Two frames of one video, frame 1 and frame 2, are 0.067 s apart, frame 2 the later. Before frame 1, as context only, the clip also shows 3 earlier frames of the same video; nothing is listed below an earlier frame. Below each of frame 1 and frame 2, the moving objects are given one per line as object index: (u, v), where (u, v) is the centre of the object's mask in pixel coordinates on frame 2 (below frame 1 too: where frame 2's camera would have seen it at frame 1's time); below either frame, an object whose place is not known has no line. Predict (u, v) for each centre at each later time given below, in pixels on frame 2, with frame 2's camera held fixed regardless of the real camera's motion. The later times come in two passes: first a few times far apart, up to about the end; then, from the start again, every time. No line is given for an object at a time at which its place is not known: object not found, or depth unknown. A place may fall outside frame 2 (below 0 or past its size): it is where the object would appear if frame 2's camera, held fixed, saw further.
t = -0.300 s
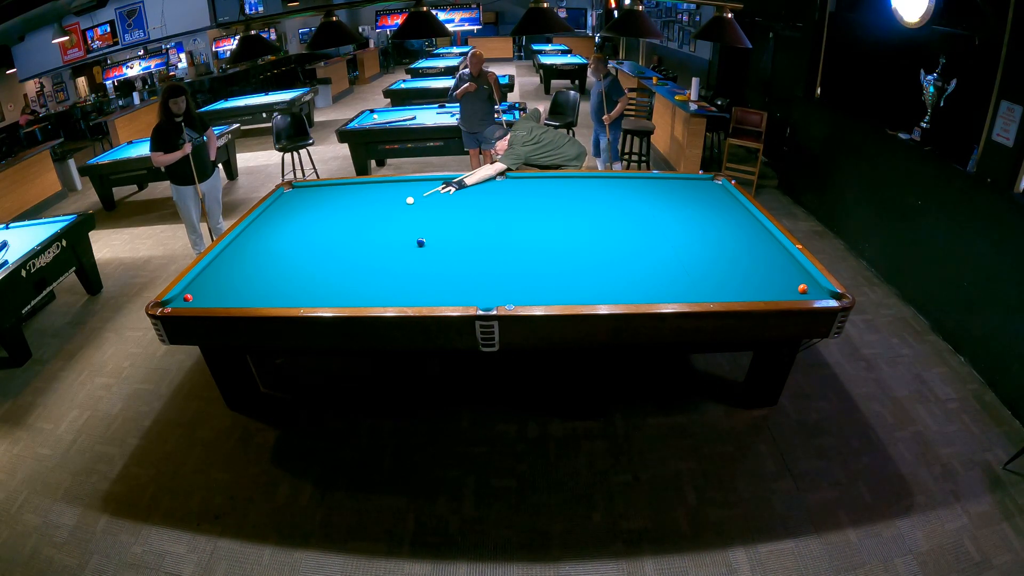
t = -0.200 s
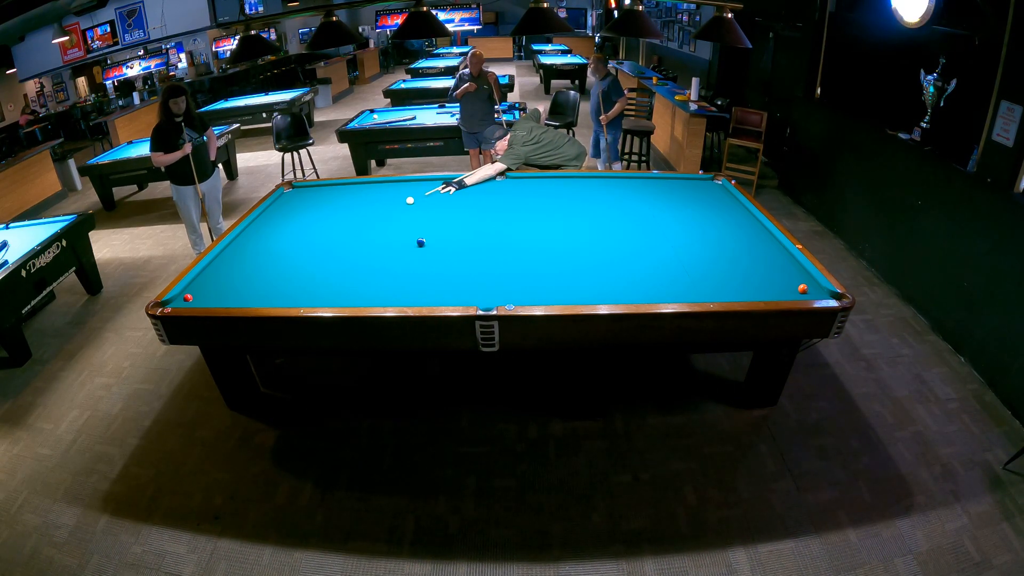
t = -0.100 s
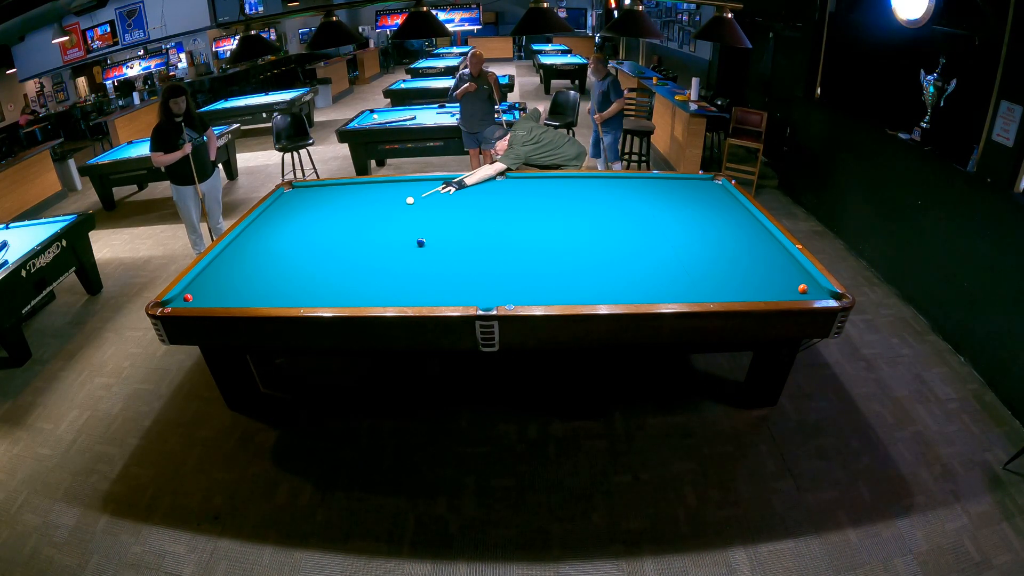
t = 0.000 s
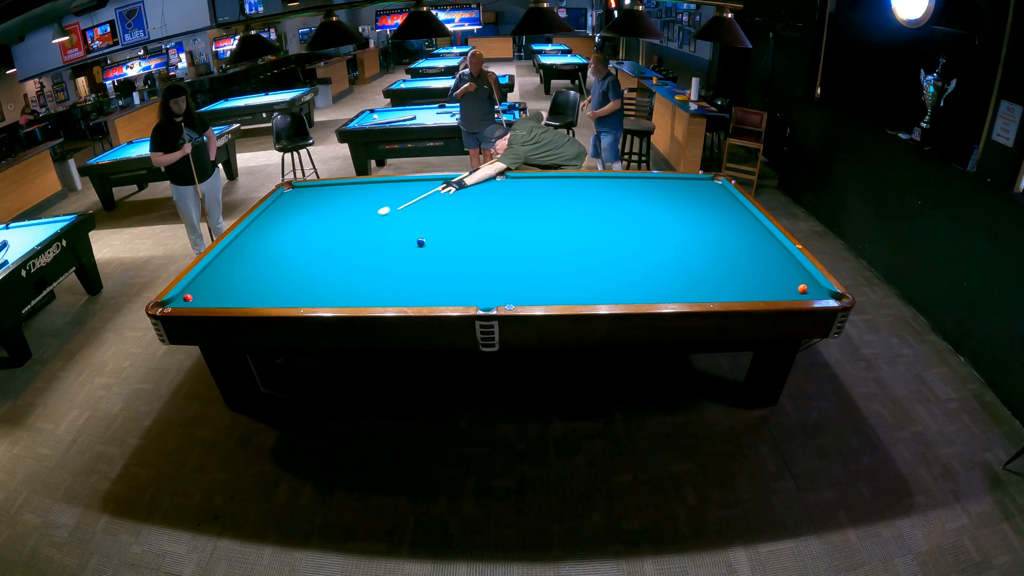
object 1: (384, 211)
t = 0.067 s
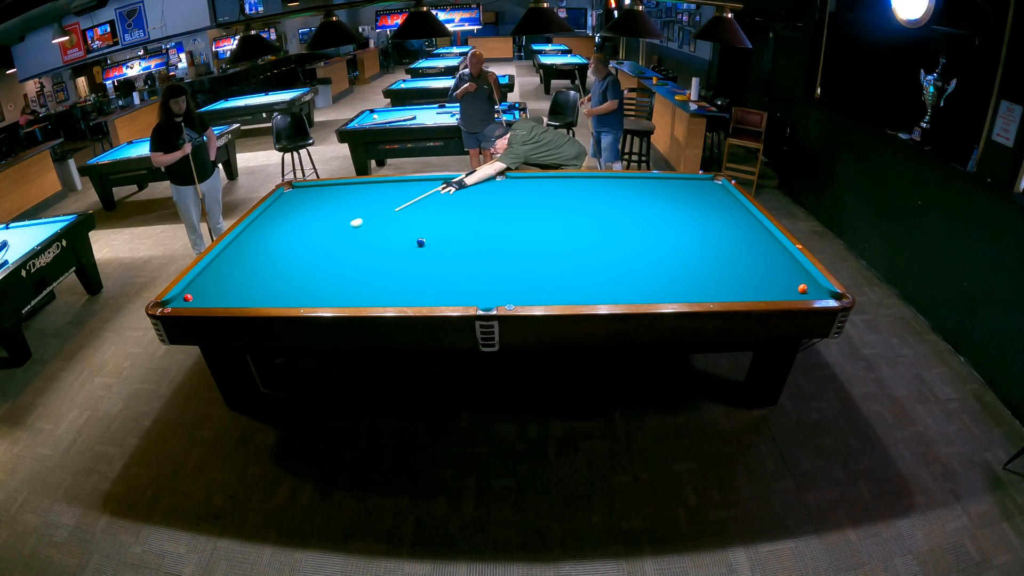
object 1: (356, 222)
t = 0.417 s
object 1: (220, 285)
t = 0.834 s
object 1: (218, 286)
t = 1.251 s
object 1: (245, 269)
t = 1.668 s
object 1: (268, 255)
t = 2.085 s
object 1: (287, 243)
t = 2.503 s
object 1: (304, 233)
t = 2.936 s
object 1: (319, 224)
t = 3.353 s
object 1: (331, 217)
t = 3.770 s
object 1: (342, 211)
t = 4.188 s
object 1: (350, 206)
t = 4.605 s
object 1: (357, 202)
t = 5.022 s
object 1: (361, 199)
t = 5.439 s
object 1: (364, 198)
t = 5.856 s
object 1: (366, 197)
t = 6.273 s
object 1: (366, 196)
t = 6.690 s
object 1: (366, 196)
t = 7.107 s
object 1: (366, 196)
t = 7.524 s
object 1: (366, 196)
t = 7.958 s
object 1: (366, 197)
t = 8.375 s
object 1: (366, 196)
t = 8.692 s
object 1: (366, 196)
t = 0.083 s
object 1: (349, 226)
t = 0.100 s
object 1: (343, 229)
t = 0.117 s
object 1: (336, 232)
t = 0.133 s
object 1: (329, 235)
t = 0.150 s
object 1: (322, 238)
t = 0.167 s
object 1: (315, 241)
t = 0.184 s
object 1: (308, 244)
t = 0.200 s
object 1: (301, 247)
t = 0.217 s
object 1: (295, 250)
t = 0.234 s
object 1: (288, 253)
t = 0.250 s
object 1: (281, 256)
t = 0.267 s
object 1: (275, 259)
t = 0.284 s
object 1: (268, 262)
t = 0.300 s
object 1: (262, 265)
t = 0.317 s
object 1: (256, 268)
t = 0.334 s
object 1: (250, 271)
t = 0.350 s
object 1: (243, 274)
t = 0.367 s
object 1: (237, 276)
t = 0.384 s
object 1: (231, 279)
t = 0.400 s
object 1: (225, 282)
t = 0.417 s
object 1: (220, 285)
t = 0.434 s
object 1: (214, 288)
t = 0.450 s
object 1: (208, 290)
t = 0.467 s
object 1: (203, 293)
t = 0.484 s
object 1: (198, 296)
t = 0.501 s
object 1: (196, 297)
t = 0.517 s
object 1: (195, 298)
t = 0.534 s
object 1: (195, 299)
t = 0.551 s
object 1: (194, 299)
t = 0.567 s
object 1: (196, 299)
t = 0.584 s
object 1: (198, 298)
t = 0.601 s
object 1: (200, 297)
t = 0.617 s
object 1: (202, 296)
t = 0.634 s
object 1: (204, 296)
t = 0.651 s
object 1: (205, 295)
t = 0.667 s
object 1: (207, 294)
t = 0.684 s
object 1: (208, 293)
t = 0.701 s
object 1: (209, 292)
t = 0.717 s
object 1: (210, 292)
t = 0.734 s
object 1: (211, 291)
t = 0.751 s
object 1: (213, 290)
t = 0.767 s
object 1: (214, 289)
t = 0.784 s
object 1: (215, 289)
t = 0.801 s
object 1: (216, 288)
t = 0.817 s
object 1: (217, 287)
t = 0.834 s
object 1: (218, 286)
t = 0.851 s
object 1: (220, 285)
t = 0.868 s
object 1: (221, 285)
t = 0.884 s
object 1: (222, 284)
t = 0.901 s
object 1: (223, 284)
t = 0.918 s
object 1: (224, 283)
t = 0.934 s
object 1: (225, 282)
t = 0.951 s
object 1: (226, 281)
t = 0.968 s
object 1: (227, 281)
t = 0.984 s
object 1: (228, 280)
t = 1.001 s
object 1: (229, 279)
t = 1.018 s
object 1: (231, 278)
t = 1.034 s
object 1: (232, 278)
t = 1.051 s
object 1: (233, 277)
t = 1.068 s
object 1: (234, 277)
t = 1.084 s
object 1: (235, 276)
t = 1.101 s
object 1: (236, 275)
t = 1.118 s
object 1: (237, 274)
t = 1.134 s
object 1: (238, 274)
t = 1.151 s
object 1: (239, 273)
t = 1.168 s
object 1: (240, 272)
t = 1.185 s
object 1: (241, 272)
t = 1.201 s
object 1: (242, 271)
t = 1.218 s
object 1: (243, 271)
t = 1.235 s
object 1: (244, 270)
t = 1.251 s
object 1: (245, 269)
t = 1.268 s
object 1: (246, 269)
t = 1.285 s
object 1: (247, 268)
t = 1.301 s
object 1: (248, 268)
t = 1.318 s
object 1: (249, 267)
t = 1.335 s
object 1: (250, 266)
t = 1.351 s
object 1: (251, 266)
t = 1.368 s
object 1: (251, 265)
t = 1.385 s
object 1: (252, 265)
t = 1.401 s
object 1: (253, 264)
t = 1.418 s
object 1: (254, 263)
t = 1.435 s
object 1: (255, 263)
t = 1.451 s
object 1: (256, 262)
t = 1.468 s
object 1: (257, 262)
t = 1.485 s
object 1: (258, 261)
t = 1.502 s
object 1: (259, 260)
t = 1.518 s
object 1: (260, 260)
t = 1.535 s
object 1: (261, 259)
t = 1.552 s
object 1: (262, 259)
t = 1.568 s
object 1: (263, 258)
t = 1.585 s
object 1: (263, 258)
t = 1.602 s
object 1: (264, 257)
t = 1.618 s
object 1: (265, 257)
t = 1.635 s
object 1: (266, 256)
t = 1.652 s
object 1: (267, 256)
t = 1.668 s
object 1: (268, 255)
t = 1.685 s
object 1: (268, 254)
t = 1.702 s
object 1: (269, 254)
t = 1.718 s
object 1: (270, 254)
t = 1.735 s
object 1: (271, 253)
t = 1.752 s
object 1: (272, 252)
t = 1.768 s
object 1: (272, 252)
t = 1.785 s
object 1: (273, 251)
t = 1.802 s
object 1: (274, 251)
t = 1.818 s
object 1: (275, 251)
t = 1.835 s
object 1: (276, 250)
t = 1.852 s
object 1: (277, 250)
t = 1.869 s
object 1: (277, 249)
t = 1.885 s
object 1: (278, 249)
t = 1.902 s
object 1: (279, 248)
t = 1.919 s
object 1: (280, 248)
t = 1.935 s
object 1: (281, 247)
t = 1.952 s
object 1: (281, 247)
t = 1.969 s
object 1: (282, 246)
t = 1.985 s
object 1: (283, 246)
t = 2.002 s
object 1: (284, 245)
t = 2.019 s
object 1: (284, 245)
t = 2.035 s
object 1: (285, 244)
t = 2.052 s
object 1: (286, 244)
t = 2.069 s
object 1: (287, 243)
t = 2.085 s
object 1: (287, 243)
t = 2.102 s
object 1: (288, 242)
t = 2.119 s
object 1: (289, 242)
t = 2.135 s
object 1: (289, 242)
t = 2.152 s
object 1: (290, 241)
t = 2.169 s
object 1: (291, 241)
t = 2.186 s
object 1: (292, 240)
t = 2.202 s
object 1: (292, 240)
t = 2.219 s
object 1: (293, 240)
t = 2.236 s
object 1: (294, 239)
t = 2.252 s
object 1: (294, 239)
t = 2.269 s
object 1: (295, 238)
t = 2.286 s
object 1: (296, 238)
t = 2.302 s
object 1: (296, 237)
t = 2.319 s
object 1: (297, 237)
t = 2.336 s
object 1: (298, 237)
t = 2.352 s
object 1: (298, 236)
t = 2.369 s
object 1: (299, 236)
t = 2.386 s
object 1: (300, 235)
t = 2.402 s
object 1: (300, 235)
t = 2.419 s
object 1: (301, 235)
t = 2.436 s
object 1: (302, 234)
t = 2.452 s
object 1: (302, 234)
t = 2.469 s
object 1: (303, 234)
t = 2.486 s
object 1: (303, 233)
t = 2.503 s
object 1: (304, 233)
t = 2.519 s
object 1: (305, 232)
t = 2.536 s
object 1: (305, 232)
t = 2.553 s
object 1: (306, 232)
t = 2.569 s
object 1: (307, 231)
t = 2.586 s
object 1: (307, 231)
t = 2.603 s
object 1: (308, 230)
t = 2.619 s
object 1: (308, 230)
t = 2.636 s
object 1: (309, 230)
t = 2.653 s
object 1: (309, 229)
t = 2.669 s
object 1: (310, 229)
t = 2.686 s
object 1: (311, 229)
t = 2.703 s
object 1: (311, 228)
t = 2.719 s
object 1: (312, 228)
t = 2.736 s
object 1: (312, 228)
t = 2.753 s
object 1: (313, 227)
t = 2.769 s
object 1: (314, 227)
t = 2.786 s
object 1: (314, 227)
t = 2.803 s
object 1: (315, 226)
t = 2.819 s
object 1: (315, 226)
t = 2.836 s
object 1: (316, 226)
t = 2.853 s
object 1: (316, 225)
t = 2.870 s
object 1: (317, 225)
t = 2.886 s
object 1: (317, 225)
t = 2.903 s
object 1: (318, 224)
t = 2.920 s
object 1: (318, 224)
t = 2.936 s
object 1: (319, 224)
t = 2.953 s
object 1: (320, 223)
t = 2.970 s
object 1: (320, 223)
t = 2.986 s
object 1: (321, 223)
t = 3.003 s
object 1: (321, 222)
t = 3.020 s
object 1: (322, 222)
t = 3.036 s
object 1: (322, 222)
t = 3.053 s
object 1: (323, 222)
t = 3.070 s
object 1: (323, 221)
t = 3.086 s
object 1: (324, 221)
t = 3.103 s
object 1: (324, 221)
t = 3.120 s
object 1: (325, 220)
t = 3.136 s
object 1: (325, 220)
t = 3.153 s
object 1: (326, 220)
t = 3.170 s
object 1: (326, 220)
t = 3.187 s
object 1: (327, 219)
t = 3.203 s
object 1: (327, 219)
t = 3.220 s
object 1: (328, 219)
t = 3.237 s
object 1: (328, 219)
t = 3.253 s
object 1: (329, 218)
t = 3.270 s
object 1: (329, 218)
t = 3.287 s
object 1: (330, 218)
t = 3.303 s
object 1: (330, 217)
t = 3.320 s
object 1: (331, 217)
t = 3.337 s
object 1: (331, 217)
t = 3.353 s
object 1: (331, 217)
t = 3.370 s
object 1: (332, 216)
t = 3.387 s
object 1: (332, 216)
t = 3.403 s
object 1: (333, 216)
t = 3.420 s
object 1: (333, 216)
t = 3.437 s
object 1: (334, 215)
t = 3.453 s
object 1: (334, 215)
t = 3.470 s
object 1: (335, 215)
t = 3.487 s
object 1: (335, 215)
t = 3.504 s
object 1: (336, 214)
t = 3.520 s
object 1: (336, 214)
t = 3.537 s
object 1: (336, 214)
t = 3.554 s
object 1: (337, 214)
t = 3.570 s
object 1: (337, 213)
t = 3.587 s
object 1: (338, 213)
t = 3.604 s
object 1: (338, 213)
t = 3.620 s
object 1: (338, 213)
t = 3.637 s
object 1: (339, 213)
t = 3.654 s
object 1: (339, 212)
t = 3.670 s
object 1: (340, 212)
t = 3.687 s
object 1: (340, 212)
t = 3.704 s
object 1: (340, 212)
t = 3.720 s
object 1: (341, 212)
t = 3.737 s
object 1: (341, 211)
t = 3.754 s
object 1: (342, 211)
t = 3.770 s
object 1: (342, 211)
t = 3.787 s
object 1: (342, 211)
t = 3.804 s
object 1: (343, 210)
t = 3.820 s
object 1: (343, 210)
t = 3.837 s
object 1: (343, 210)
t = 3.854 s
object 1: (344, 210)
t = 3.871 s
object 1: (344, 210)
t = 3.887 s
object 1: (345, 210)
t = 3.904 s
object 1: (345, 209)
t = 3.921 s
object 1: (345, 209)
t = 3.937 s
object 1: (346, 209)
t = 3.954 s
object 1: (346, 209)
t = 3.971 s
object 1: (346, 209)
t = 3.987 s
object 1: (347, 208)
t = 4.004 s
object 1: (347, 208)
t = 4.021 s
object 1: (347, 208)
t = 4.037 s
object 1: (348, 208)
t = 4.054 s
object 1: (348, 208)
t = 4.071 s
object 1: (348, 207)
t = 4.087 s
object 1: (349, 207)
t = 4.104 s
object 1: (349, 207)
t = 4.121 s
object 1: (349, 207)
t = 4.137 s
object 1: (349, 207)
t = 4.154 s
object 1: (350, 206)
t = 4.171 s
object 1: (350, 206)
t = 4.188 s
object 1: (350, 206)
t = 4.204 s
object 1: (351, 206)
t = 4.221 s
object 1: (351, 206)
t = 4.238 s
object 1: (351, 206)
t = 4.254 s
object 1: (352, 205)
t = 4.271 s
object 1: (352, 205)
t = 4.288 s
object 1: (352, 205)
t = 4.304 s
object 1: (353, 205)
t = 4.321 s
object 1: (353, 205)
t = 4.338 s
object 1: (353, 205)
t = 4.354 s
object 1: (353, 204)
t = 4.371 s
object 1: (354, 204)
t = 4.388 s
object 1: (354, 204)
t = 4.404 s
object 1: (354, 204)
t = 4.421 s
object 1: (354, 204)
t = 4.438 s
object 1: (355, 204)
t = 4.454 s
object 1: (355, 204)
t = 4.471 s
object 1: (355, 203)
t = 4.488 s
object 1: (355, 203)
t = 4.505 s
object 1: (356, 203)
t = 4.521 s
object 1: (356, 203)
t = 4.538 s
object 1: (356, 203)
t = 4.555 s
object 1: (356, 203)
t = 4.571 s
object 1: (356, 203)
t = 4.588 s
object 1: (357, 202)
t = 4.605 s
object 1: (357, 202)
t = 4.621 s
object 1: (357, 202)
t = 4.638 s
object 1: (357, 202)
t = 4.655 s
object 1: (358, 202)
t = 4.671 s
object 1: (358, 202)
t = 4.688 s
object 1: (358, 202)
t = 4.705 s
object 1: (358, 202)
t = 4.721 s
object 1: (358, 201)
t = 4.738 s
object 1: (358, 201)
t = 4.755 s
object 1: (359, 201)
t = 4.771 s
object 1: (359, 201)
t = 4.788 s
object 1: (359, 201)
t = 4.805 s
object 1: (359, 201)
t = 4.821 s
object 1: (360, 201)
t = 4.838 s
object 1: (360, 200)
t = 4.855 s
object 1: (360, 200)
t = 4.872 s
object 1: (360, 200)
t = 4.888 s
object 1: (360, 200)
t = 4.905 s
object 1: (360, 200)
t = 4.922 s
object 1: (360, 200)
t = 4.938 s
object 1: (361, 200)
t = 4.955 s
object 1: (361, 200)
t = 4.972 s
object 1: (361, 200)
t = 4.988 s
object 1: (361, 200)
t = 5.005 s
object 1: (361, 200)
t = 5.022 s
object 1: (361, 199)
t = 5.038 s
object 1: (362, 199)
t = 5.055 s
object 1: (362, 199)
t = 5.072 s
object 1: (362, 199)
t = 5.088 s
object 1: (362, 199)
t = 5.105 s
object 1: (362, 199)
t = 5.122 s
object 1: (362, 199)
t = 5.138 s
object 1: (362, 199)
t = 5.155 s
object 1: (363, 199)
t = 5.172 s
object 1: (363, 199)
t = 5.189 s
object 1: (363, 199)
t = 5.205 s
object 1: (363, 198)
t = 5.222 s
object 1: (363, 198)
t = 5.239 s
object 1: (363, 198)
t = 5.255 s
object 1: (363, 198)
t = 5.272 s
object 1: (363, 198)
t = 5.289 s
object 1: (363, 198)
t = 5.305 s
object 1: (364, 198)
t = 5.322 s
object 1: (364, 198)
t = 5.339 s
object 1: (364, 198)
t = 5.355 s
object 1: (364, 198)
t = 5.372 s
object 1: (364, 198)
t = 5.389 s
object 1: (364, 198)
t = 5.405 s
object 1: (364, 198)
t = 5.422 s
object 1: (364, 198)
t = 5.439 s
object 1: (364, 198)
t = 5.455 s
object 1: (364, 197)
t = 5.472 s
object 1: (364, 197)
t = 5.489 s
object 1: (365, 197)
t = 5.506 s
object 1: (365, 197)
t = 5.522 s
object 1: (365, 197)
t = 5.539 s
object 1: (365, 197)
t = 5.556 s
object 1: (365, 197)
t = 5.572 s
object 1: (365, 197)
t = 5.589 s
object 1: (365, 197)
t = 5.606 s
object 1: (365, 197)
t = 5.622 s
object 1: (365, 197)
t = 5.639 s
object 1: (365, 197)
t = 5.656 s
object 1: (365, 197)
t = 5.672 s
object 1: (365, 197)
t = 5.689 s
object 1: (365, 197)
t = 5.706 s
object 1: (365, 197)
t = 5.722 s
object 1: (365, 197)
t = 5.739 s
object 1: (365, 197)
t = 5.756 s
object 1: (365, 197)
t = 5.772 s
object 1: (365, 197)
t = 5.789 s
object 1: (366, 197)
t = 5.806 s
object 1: (366, 197)
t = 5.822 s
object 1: (366, 197)
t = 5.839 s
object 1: (366, 197)
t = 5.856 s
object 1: (366, 197)
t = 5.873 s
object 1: (366, 197)
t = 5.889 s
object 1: (366, 197)
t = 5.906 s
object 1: (366, 197)
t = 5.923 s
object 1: (366, 196)
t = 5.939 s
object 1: (366, 196)
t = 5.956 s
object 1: (366, 196)
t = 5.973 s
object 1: (366, 196)
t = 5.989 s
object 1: (366, 196)
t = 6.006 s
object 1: (366, 196)
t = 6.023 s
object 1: (366, 196)
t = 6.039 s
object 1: (366, 196)
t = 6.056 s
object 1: (366, 196)
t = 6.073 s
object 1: (366, 196)
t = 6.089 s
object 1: (366, 196)
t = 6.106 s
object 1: (366, 196)
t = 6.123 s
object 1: (366, 196)
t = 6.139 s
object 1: (366, 196)
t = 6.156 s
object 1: (366, 196)
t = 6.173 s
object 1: (366, 196)
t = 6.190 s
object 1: (366, 196)
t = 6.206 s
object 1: (366, 196)
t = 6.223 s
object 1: (366, 196)
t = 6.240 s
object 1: (366, 196)
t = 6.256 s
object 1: (366, 196)
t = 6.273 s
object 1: (366, 196)
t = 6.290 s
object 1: (366, 196)
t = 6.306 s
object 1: (366, 196)
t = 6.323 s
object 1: (366, 196)
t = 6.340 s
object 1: (366, 196)
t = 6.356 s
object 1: (366, 196)
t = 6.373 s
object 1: (366, 196)
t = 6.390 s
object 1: (366, 196)
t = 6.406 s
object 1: (366, 196)
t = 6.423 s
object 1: (366, 196)
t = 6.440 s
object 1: (366, 196)
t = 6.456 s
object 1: (366, 196)
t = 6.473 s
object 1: (366, 196)
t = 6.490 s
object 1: (366, 196)
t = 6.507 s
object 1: (366, 196)
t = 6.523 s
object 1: (366, 196)
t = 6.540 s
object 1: (366, 196)
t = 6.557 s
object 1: (366, 196)
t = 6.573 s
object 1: (366, 196)
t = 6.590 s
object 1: (366, 196)
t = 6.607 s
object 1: (366, 196)
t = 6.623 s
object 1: (366, 196)
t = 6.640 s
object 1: (366, 196)
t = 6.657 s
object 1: (366, 196)
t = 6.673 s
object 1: (366, 196)
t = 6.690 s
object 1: (366, 196)
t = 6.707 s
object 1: (366, 196)
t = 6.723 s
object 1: (366, 196)
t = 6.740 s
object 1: (366, 196)
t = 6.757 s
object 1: (366, 196)
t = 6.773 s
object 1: (366, 196)
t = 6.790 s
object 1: (366, 196)
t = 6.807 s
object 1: (366, 196)
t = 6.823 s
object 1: (366, 196)
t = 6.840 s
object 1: (366, 196)
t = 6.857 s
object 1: (366, 196)
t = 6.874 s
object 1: (366, 196)
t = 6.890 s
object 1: (366, 196)
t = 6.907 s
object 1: (366, 196)
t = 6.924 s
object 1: (366, 196)
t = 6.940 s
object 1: (366, 196)
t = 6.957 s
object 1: (366, 196)
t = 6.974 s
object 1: (366, 196)
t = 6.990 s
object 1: (366, 196)
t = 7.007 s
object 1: (366, 196)
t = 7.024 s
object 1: (366, 196)
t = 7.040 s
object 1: (366, 196)
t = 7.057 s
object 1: (366, 196)
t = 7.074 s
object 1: (366, 196)
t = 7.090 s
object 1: (366, 196)
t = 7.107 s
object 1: (366, 196)
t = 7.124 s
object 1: (366, 197)
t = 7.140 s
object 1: (366, 196)
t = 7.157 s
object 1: (366, 196)
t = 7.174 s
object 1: (366, 196)
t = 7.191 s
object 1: (366, 196)
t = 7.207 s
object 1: (366, 197)
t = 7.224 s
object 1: (366, 196)
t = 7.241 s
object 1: (366, 196)
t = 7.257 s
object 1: (366, 196)
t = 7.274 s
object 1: (366, 196)
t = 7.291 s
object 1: (366, 196)
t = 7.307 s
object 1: (366, 196)
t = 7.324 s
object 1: (366, 196)
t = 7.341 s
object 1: (366, 196)
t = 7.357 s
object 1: (366, 196)
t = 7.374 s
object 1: (366, 196)
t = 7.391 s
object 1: (366, 196)
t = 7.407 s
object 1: (366, 196)
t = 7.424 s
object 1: (366, 196)
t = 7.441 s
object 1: (366, 196)
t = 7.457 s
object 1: (366, 196)
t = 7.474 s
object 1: (366, 196)
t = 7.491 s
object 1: (366, 196)
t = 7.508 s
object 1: (366, 196)
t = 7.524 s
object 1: (366, 196)
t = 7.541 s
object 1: (366, 196)
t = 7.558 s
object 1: (366, 196)
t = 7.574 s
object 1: (366, 196)
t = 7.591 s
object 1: (366, 196)
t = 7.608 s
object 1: (366, 196)
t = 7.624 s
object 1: (366, 197)
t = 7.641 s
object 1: (366, 196)
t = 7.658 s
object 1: (366, 196)
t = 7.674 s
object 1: (366, 196)
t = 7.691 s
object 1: (366, 196)
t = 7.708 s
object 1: (366, 197)
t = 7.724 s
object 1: (366, 196)
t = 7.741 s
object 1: (366, 196)
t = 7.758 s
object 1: (366, 196)
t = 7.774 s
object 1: (366, 196)
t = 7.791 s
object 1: (366, 196)
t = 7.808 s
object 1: (366, 196)
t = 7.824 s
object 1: (366, 196)
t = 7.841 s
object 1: (366, 196)
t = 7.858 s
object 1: (366, 196)
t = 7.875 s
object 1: (366, 196)
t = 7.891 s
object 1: (366, 196)
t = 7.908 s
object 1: (366, 196)
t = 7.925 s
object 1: (366, 196)
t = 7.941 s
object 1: (366, 196)
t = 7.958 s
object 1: (366, 197)
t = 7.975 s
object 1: (366, 196)
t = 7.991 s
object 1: (366, 196)
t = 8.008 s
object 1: (366, 196)
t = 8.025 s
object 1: (366, 196)
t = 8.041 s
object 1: (366, 196)
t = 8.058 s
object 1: (366, 196)
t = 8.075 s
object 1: (366, 196)
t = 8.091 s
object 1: (366, 196)
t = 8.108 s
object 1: (366, 196)
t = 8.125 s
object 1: (366, 196)
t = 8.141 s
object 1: (366, 196)
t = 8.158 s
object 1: (366, 196)
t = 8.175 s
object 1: (366, 196)
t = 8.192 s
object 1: (366, 196)
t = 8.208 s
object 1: (366, 196)
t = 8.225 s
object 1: (366, 196)
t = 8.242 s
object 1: (366, 196)
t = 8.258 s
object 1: (366, 196)
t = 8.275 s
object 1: (366, 196)
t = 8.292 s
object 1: (366, 196)
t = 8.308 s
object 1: (366, 196)
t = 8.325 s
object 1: (366, 196)
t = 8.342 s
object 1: (366, 196)
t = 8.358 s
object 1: (366, 196)
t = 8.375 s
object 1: (366, 196)
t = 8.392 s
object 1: (366, 196)
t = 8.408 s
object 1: (366, 196)
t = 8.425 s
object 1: (366, 196)
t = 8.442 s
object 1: (366, 196)
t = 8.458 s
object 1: (366, 196)
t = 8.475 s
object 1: (366, 197)
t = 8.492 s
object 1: (366, 197)
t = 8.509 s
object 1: (366, 197)
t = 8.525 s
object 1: (366, 196)
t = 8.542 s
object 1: (366, 197)
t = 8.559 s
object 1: (366, 196)
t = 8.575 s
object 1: (366, 196)
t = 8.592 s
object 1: (366, 196)
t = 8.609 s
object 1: (366, 196)
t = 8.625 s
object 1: (366, 196)
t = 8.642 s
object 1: (366, 197)
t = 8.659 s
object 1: (366, 196)
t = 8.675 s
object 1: (366, 197)
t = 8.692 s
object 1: (366, 196)
